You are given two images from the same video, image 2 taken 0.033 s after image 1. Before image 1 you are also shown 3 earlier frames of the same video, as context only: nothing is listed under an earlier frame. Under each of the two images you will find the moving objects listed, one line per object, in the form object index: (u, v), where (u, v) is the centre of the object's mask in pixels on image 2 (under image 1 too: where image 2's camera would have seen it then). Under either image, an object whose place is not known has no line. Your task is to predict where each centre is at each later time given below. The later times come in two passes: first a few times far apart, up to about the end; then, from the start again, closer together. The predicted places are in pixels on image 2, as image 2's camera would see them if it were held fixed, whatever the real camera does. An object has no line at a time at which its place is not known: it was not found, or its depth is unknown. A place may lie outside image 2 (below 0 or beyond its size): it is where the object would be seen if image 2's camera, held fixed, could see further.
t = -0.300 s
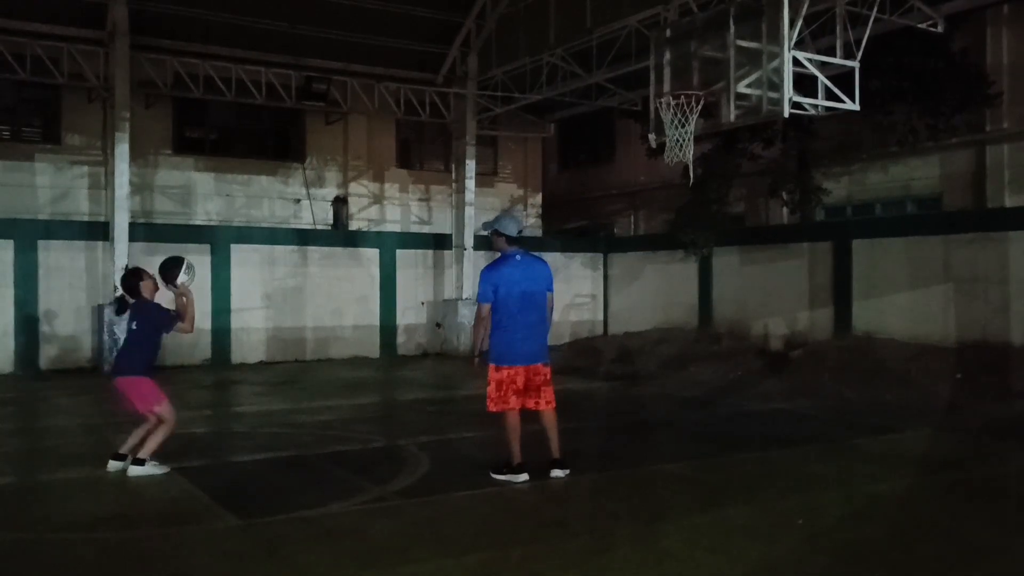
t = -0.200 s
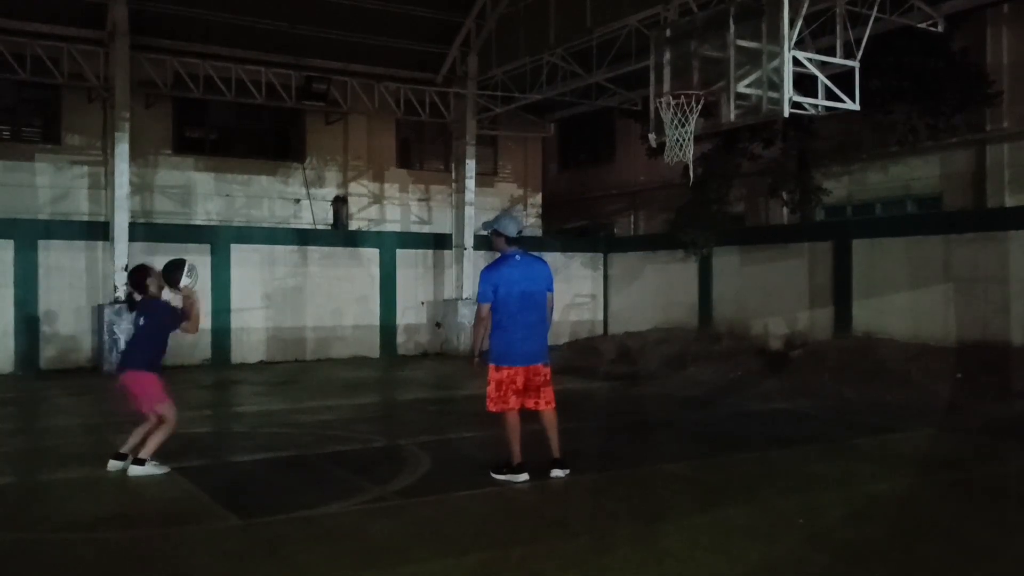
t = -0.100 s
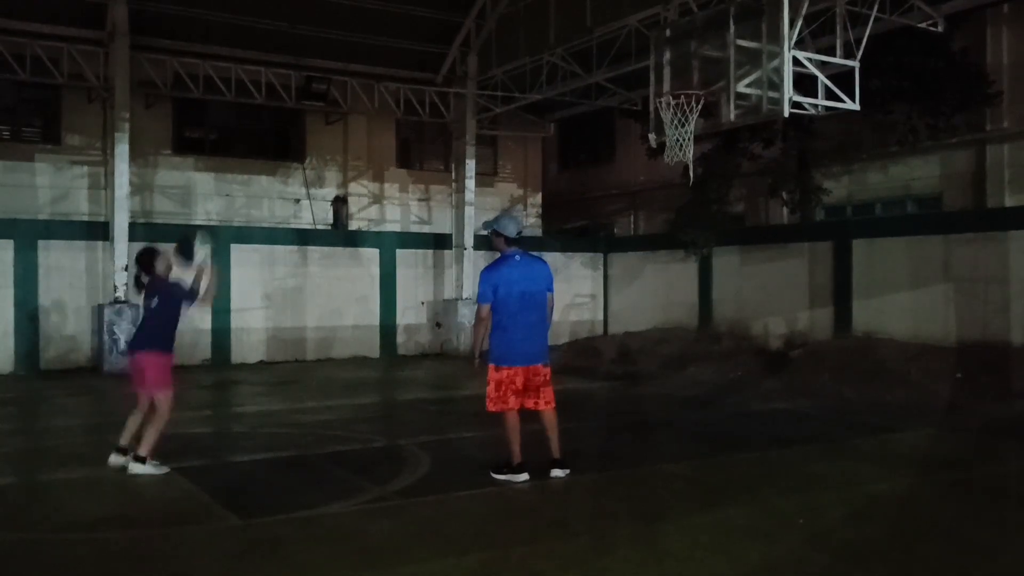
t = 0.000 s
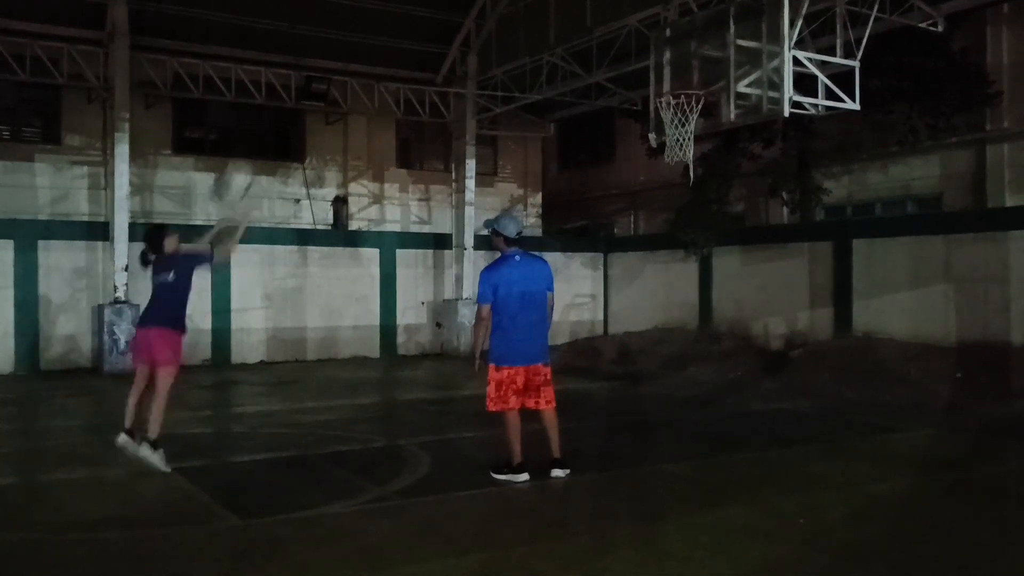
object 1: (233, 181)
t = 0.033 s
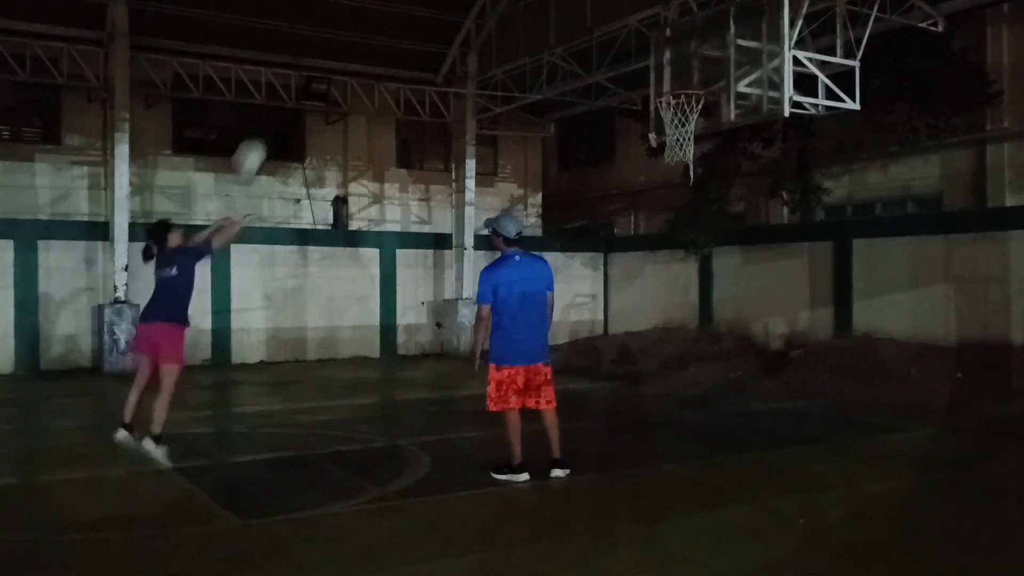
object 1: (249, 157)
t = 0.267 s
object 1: (352, 49)
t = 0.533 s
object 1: (462, 18)
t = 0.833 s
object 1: (551, 76)
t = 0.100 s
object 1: (277, 118)
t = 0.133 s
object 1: (291, 101)
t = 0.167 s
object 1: (305, 87)
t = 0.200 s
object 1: (323, 73)
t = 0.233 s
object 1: (337, 61)
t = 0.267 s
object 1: (352, 49)
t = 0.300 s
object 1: (366, 40)
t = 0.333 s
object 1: (379, 32)
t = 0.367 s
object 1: (391, 26)
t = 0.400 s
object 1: (403, 22)
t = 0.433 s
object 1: (415, 19)
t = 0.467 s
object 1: (429, 19)
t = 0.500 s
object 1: (443, 19)
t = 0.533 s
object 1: (462, 18)
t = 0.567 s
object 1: (473, 17)
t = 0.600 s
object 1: (483, 19)
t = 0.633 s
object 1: (492, 21)
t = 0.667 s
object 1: (501, 26)
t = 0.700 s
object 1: (511, 33)
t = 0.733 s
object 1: (520, 43)
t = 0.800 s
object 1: (539, 64)
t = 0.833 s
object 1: (551, 76)
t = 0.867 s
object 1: (561, 89)
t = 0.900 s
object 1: (571, 101)
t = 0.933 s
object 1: (581, 115)
